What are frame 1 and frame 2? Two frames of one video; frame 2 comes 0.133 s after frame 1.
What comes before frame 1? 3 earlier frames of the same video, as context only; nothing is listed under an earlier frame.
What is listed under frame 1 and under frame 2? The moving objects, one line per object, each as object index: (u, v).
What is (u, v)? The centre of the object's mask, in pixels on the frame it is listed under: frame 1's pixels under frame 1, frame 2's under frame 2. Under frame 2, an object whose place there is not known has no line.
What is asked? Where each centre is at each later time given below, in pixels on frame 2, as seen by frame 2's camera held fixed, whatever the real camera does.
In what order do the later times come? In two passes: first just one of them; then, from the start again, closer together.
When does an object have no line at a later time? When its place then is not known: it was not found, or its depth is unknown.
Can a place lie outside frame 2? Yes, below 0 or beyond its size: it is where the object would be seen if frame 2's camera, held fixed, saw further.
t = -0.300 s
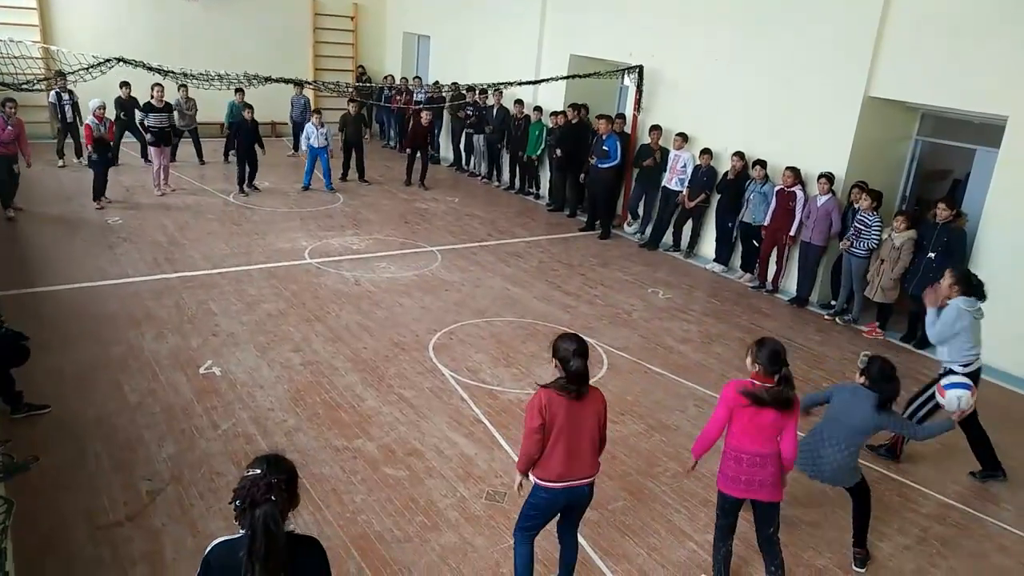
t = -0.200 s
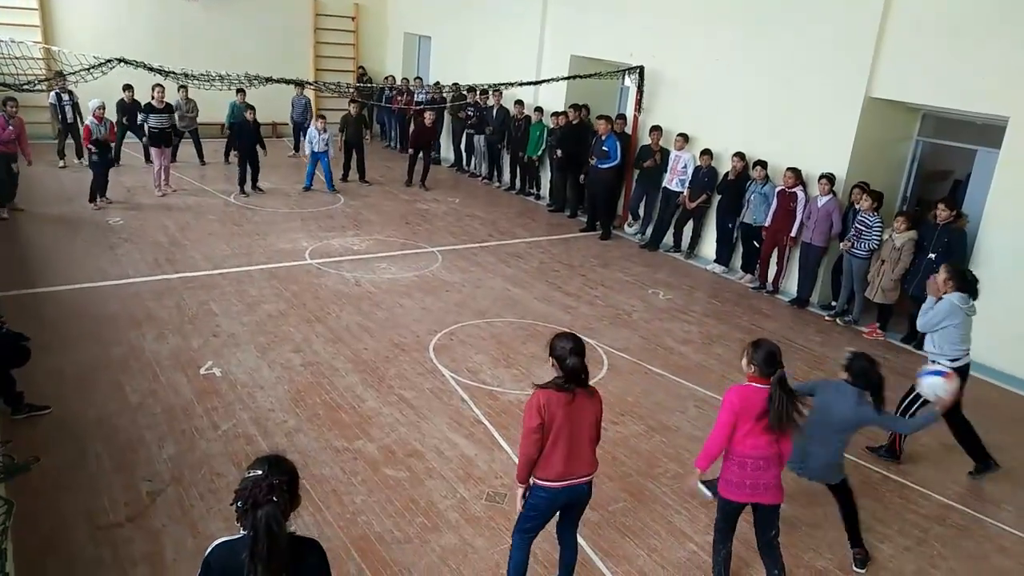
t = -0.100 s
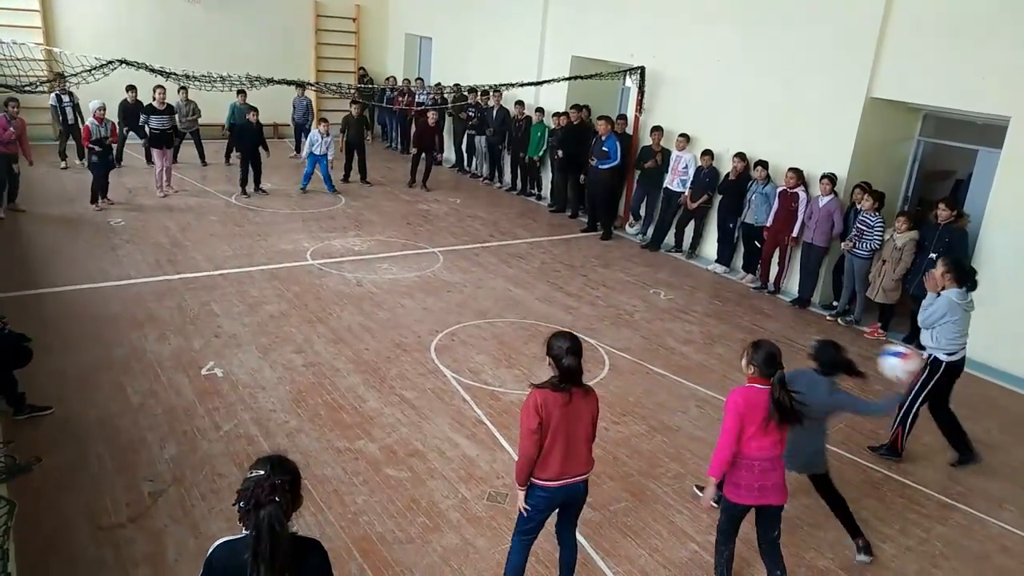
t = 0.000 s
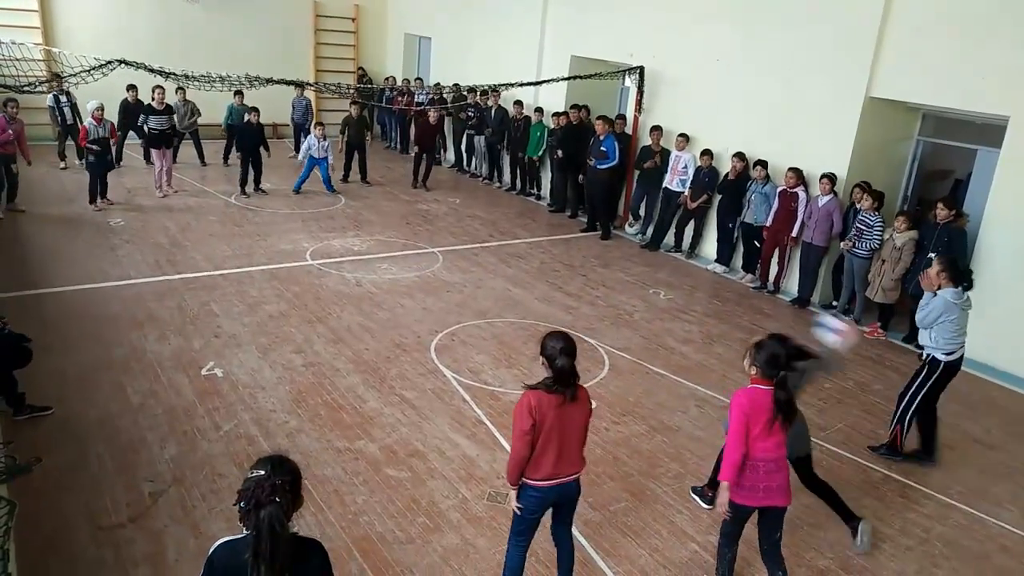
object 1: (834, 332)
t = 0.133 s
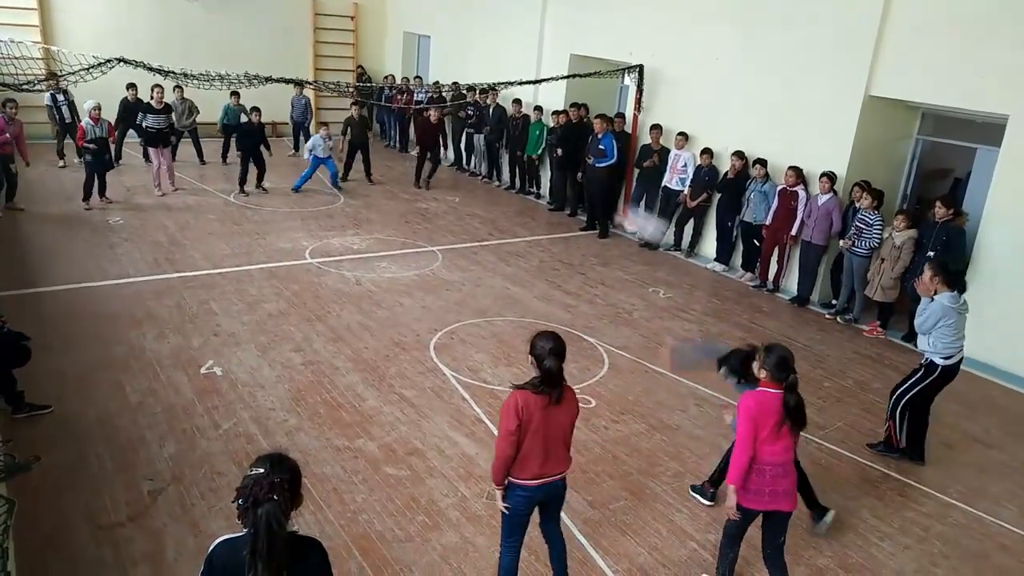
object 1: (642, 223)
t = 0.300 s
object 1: (419, 131)
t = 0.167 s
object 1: (590, 199)
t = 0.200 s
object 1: (552, 180)
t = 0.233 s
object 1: (502, 162)
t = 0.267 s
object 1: (454, 143)
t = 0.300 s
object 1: (419, 131)
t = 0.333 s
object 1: (378, 116)
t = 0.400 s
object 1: (312, 96)
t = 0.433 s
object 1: (280, 88)
